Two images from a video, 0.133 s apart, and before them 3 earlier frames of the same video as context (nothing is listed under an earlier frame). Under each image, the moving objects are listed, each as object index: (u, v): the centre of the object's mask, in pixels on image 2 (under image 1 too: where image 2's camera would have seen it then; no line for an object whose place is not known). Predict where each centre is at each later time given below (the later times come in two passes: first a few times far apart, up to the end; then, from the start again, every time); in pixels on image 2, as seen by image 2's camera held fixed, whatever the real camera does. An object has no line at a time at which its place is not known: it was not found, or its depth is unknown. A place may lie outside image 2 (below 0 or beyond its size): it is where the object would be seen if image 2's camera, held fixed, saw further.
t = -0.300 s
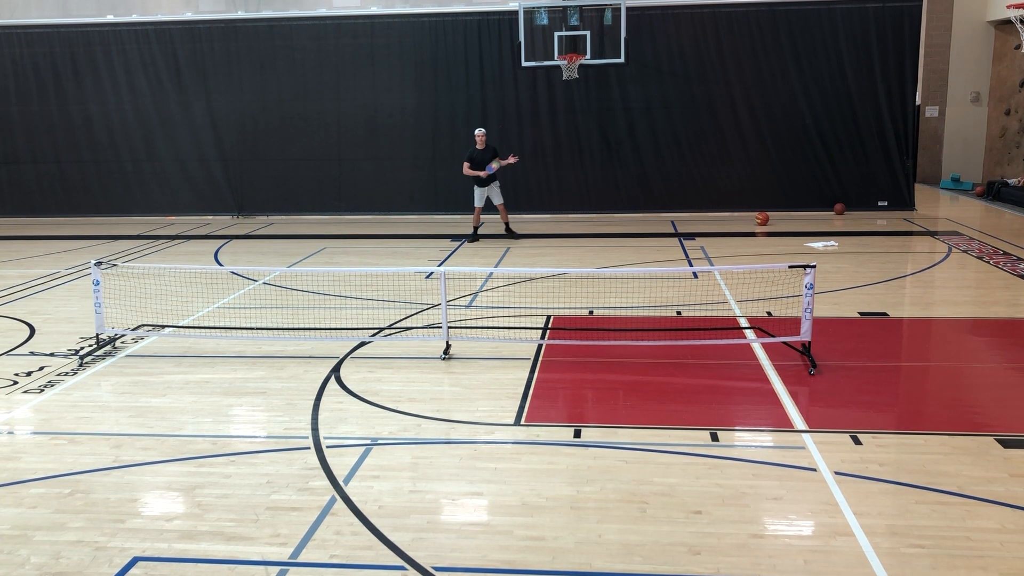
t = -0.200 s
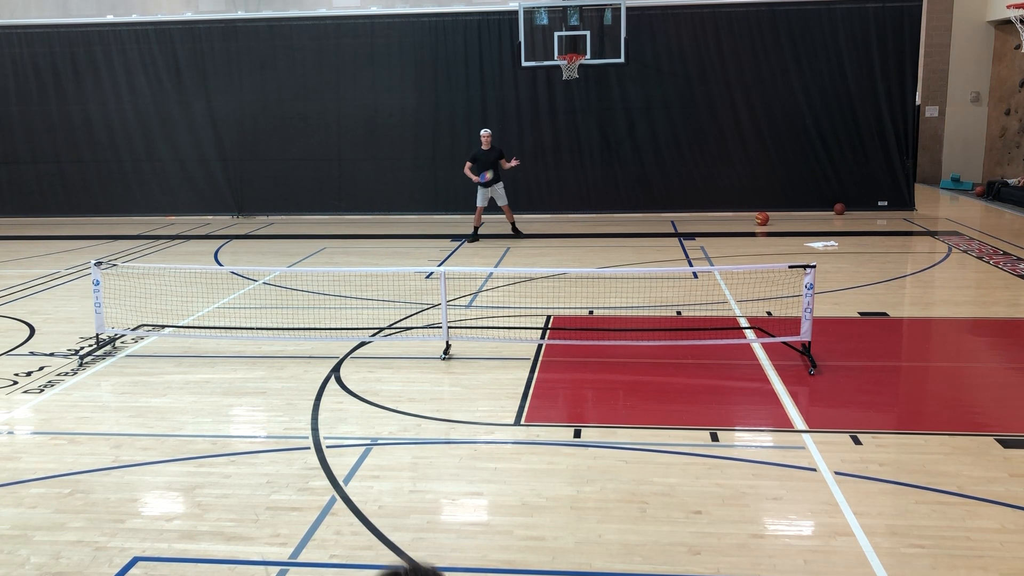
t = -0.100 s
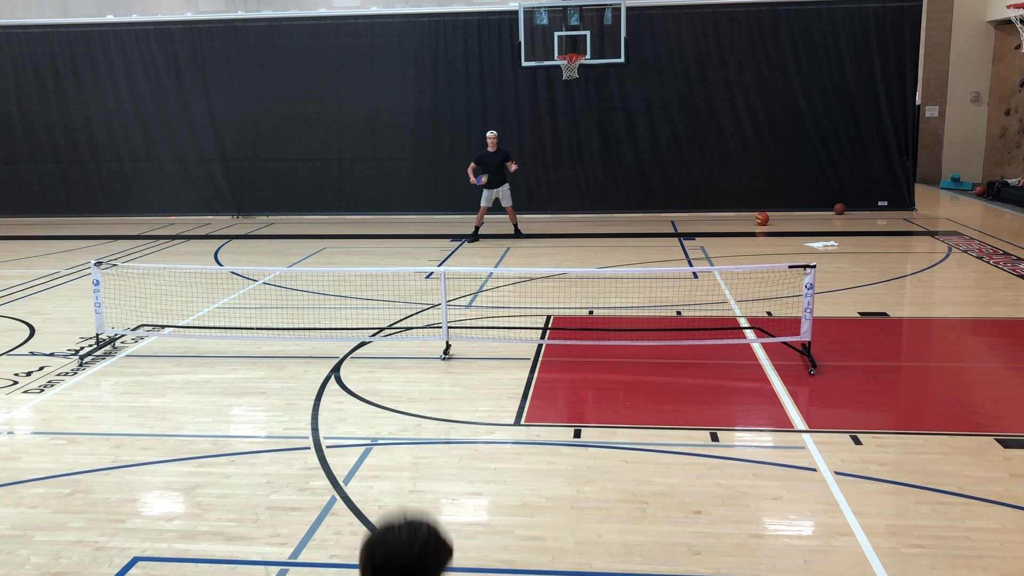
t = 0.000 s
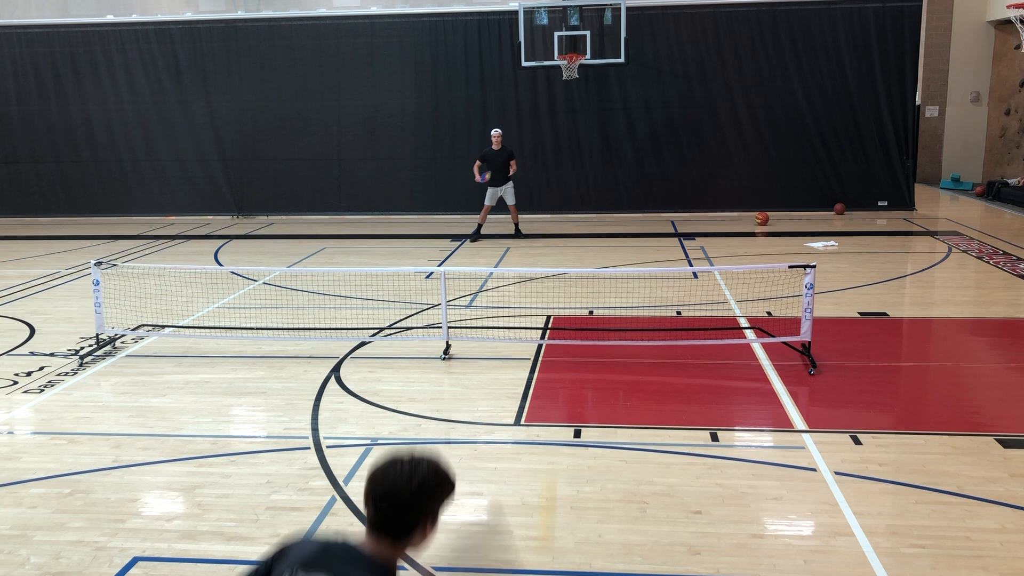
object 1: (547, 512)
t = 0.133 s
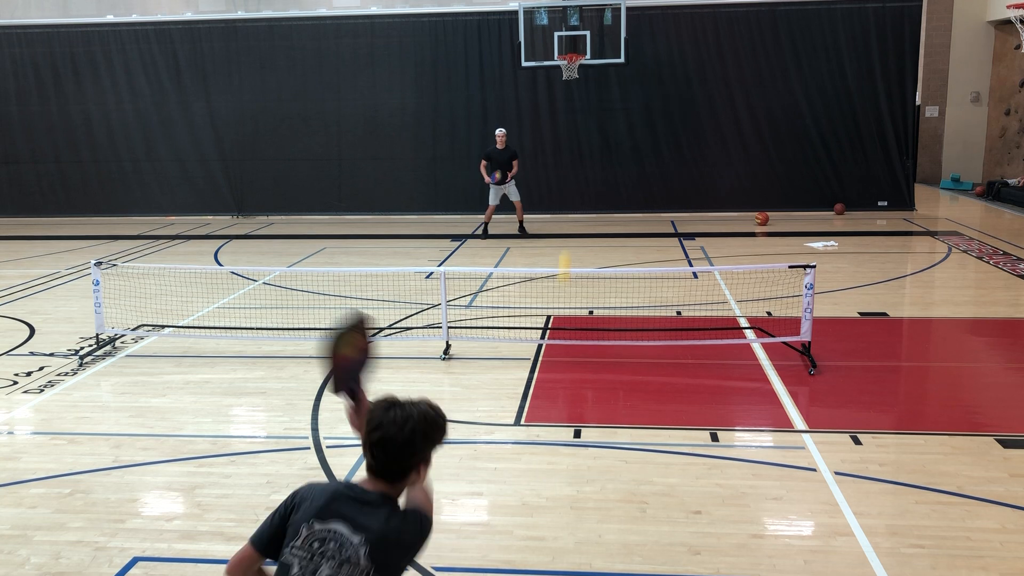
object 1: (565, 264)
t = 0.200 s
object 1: (570, 207)
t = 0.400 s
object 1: (583, 133)
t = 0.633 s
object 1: (591, 132)
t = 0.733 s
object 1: (594, 145)
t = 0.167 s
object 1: (567, 234)
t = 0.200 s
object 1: (570, 207)
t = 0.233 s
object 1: (572, 188)
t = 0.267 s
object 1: (575, 171)
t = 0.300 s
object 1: (577, 158)
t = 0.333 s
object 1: (579, 147)
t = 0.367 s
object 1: (581, 139)
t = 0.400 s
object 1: (583, 133)
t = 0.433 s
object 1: (584, 129)
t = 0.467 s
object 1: (585, 126)
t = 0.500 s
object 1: (587, 125)
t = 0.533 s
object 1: (588, 126)
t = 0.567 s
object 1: (589, 127)
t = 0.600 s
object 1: (590, 129)
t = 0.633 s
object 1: (591, 132)
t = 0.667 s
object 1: (592, 135)
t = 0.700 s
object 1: (593, 140)
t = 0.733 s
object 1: (594, 145)
